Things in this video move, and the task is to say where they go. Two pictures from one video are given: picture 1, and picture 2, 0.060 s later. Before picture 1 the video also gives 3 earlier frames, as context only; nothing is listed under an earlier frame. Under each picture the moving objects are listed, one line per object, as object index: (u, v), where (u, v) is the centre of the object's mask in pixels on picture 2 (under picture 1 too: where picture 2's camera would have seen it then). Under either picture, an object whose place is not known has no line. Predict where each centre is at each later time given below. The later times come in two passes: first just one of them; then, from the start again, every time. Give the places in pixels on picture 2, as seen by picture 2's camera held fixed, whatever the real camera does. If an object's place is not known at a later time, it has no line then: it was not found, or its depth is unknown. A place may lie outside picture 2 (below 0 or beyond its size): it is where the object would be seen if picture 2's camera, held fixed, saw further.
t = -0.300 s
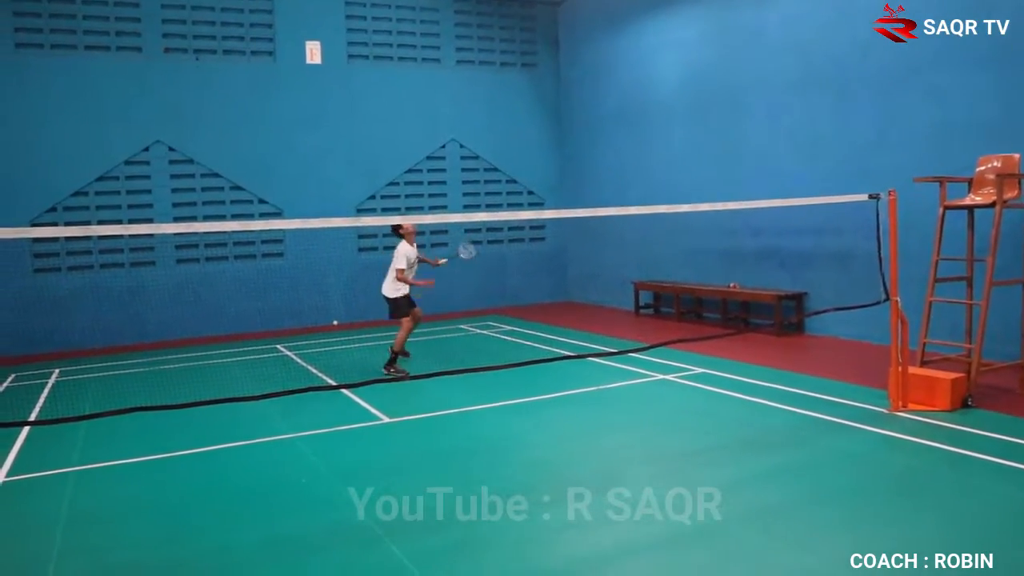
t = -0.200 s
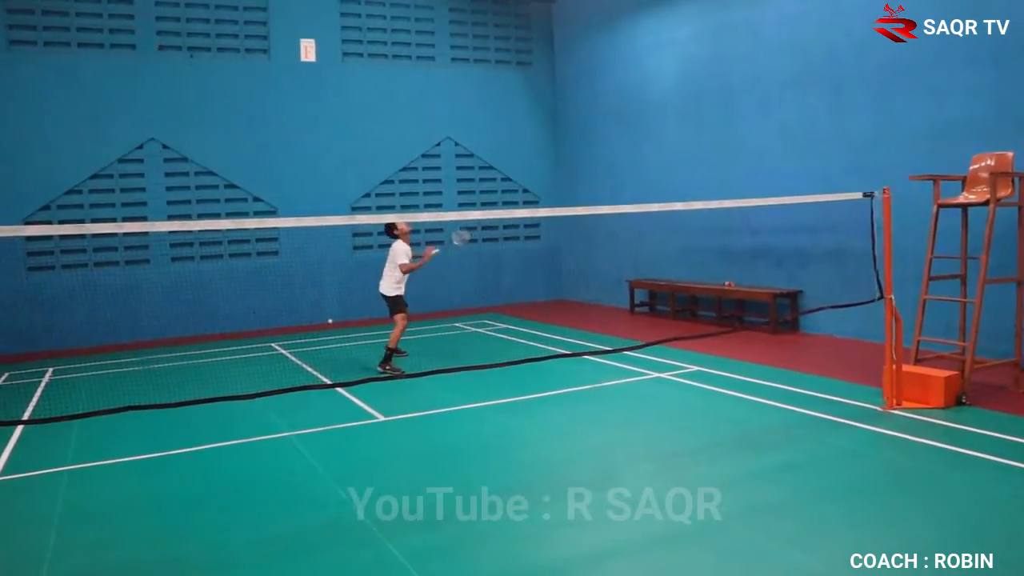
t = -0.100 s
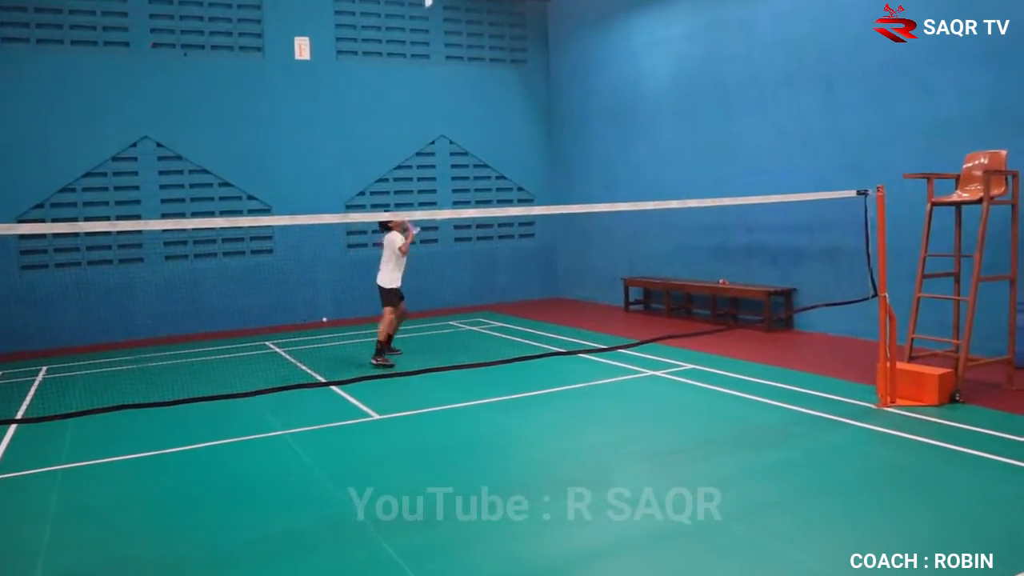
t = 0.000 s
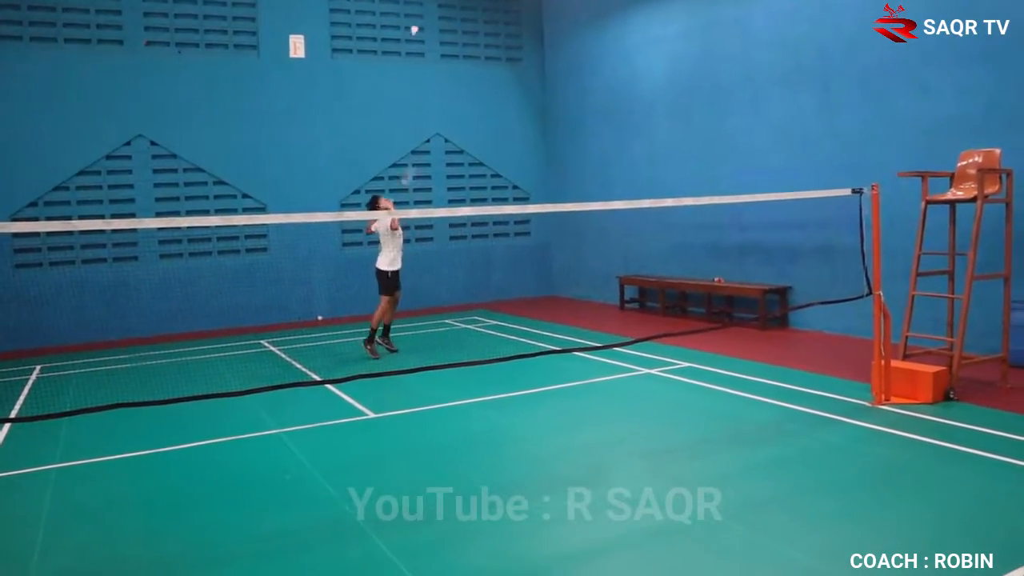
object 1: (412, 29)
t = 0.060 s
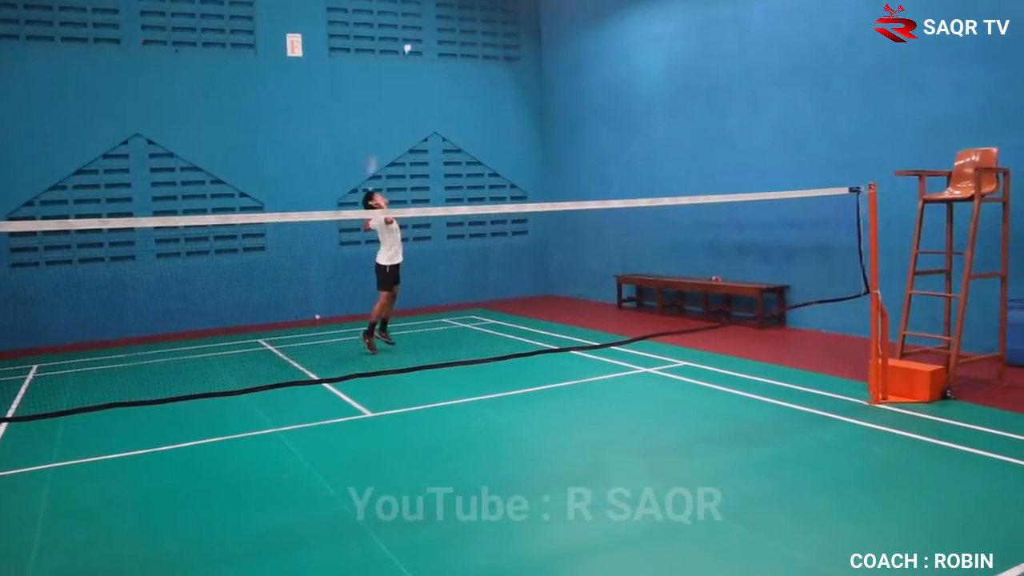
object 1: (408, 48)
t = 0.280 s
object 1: (396, 128)
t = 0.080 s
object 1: (406, 55)
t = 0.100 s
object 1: (405, 62)
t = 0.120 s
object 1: (404, 70)
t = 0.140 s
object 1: (402, 76)
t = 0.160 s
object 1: (401, 83)
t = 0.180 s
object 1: (400, 91)
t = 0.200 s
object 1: (399, 98)
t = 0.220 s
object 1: (399, 106)
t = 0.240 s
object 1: (398, 113)
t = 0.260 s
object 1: (397, 121)
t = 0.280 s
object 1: (396, 128)
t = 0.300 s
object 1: (395, 136)
